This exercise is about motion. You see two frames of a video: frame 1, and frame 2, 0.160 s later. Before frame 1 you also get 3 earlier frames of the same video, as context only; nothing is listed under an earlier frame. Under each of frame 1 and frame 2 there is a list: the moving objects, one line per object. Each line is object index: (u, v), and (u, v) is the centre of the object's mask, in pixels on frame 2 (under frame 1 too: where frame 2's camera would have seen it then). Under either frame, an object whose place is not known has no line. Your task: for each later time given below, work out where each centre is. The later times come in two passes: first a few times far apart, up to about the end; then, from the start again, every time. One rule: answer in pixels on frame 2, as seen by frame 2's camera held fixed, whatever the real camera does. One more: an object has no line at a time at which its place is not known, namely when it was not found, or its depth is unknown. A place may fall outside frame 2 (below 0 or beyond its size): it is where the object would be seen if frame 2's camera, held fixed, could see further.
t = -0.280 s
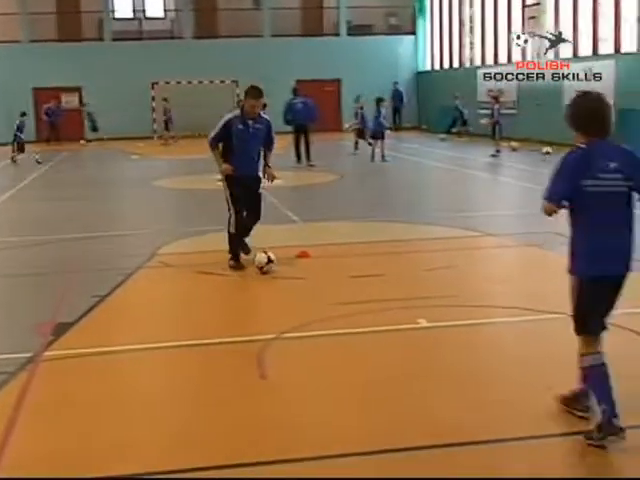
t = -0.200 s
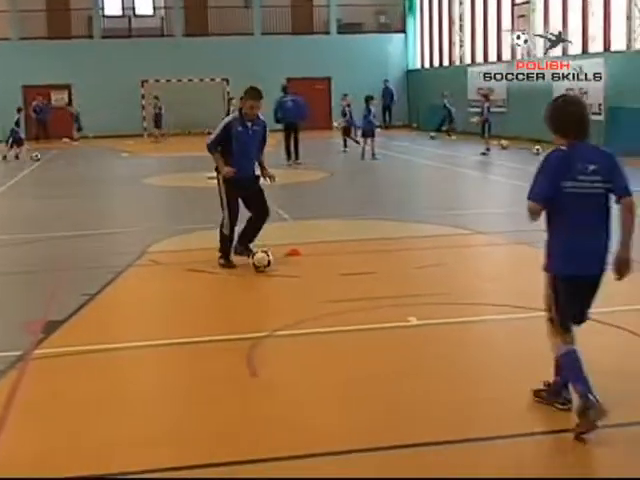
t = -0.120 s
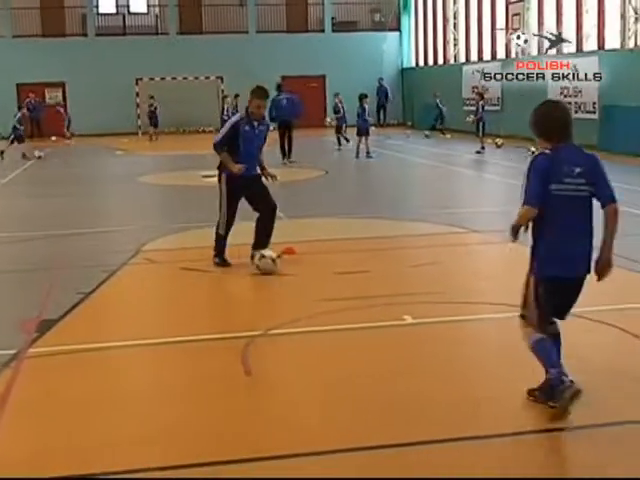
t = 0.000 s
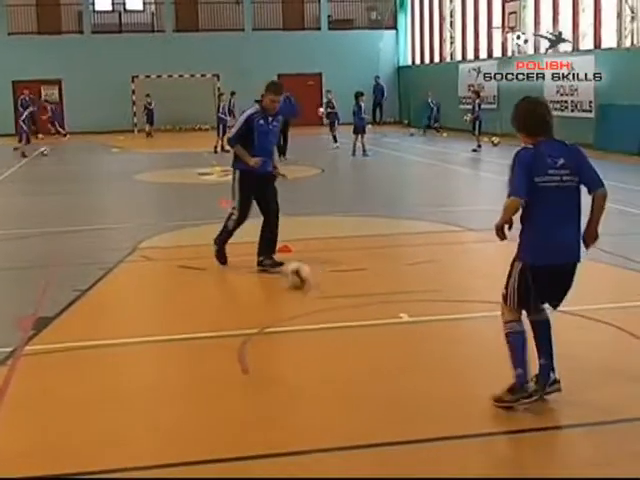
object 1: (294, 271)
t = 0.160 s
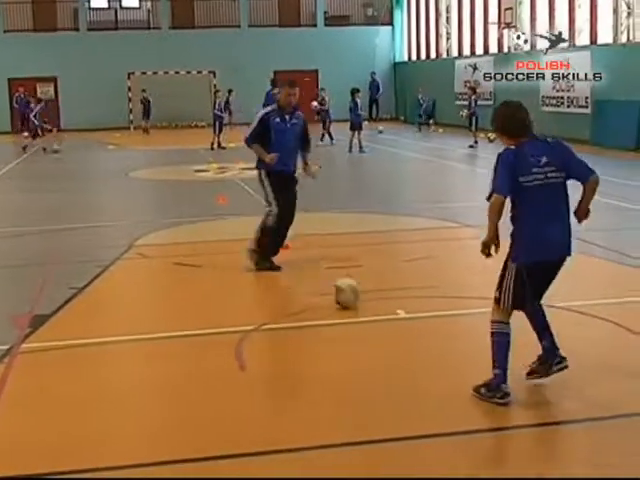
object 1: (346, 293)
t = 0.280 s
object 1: (388, 312)
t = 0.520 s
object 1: (483, 356)
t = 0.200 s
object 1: (360, 300)
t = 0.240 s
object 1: (372, 306)
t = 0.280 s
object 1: (388, 312)
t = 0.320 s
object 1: (404, 319)
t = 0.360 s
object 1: (418, 325)
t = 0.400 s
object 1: (435, 334)
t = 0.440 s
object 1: (450, 339)
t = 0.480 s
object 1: (466, 346)
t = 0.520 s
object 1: (483, 356)
